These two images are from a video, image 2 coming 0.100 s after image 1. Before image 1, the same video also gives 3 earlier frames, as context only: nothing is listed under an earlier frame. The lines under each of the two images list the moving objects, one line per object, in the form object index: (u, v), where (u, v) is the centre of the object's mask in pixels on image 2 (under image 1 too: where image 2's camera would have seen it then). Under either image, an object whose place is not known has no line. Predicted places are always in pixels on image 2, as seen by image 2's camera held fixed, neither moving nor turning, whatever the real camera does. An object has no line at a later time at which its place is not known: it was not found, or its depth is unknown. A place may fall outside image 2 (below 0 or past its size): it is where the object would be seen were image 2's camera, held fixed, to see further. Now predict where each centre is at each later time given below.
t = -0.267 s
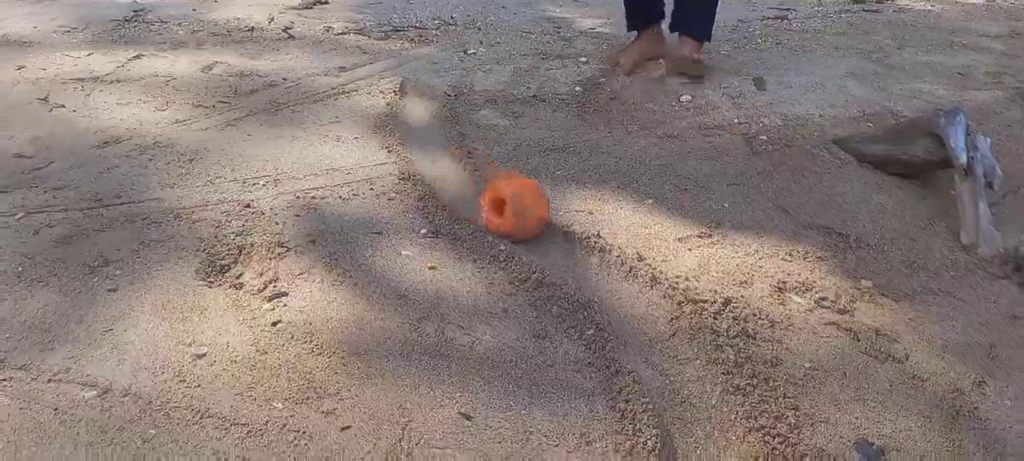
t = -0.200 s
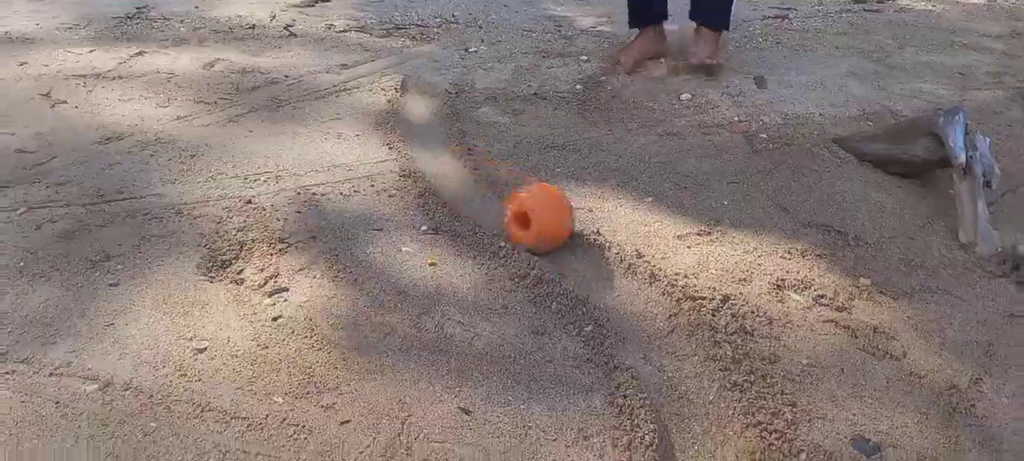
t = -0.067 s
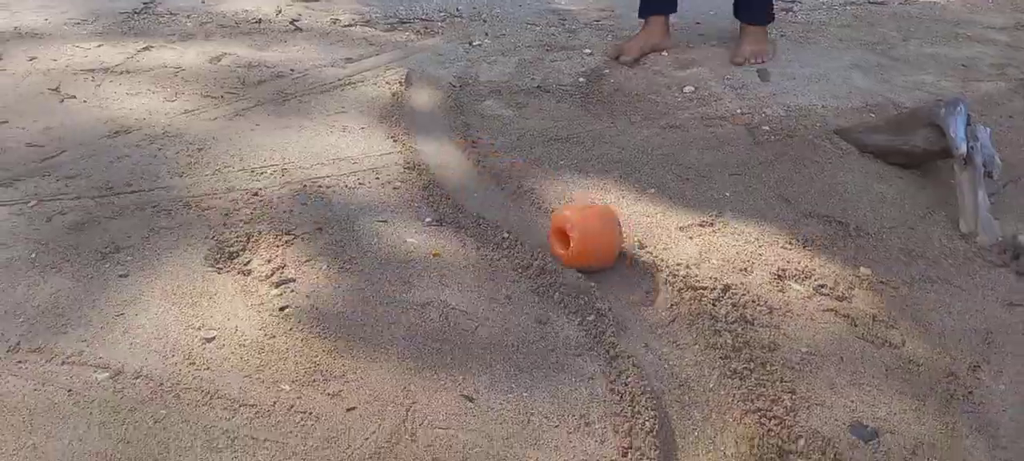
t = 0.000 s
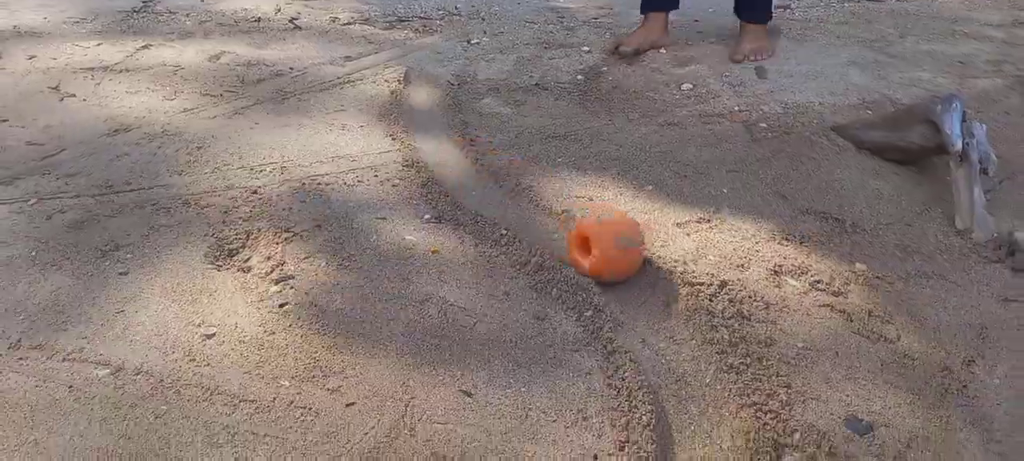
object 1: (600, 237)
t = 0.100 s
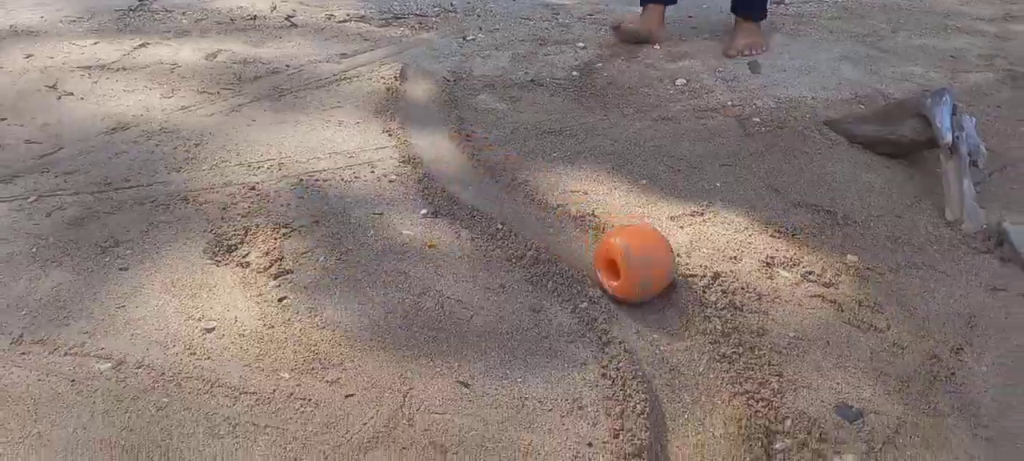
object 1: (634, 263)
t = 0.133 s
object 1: (642, 274)
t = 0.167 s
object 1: (648, 286)
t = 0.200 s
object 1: (656, 296)
